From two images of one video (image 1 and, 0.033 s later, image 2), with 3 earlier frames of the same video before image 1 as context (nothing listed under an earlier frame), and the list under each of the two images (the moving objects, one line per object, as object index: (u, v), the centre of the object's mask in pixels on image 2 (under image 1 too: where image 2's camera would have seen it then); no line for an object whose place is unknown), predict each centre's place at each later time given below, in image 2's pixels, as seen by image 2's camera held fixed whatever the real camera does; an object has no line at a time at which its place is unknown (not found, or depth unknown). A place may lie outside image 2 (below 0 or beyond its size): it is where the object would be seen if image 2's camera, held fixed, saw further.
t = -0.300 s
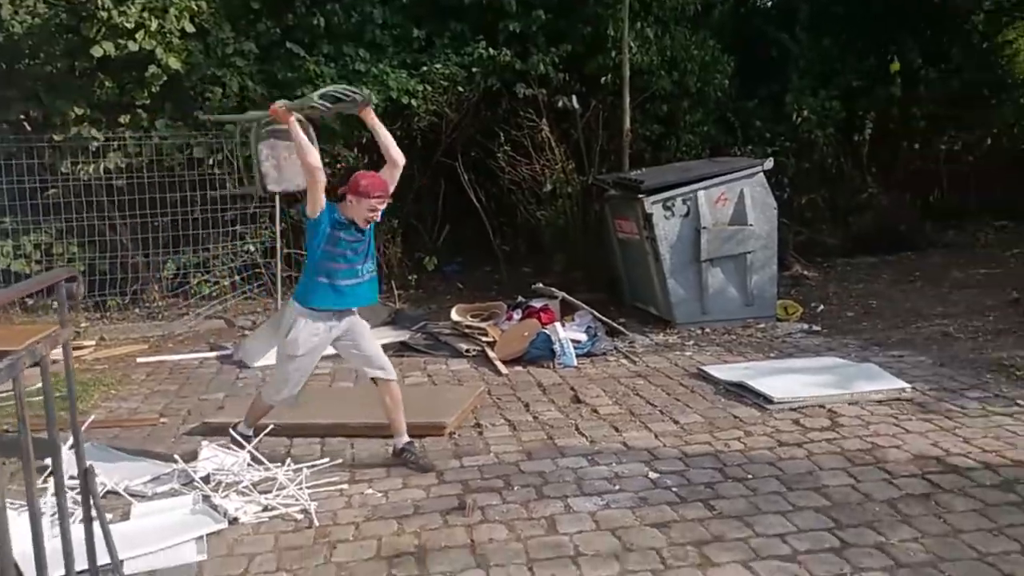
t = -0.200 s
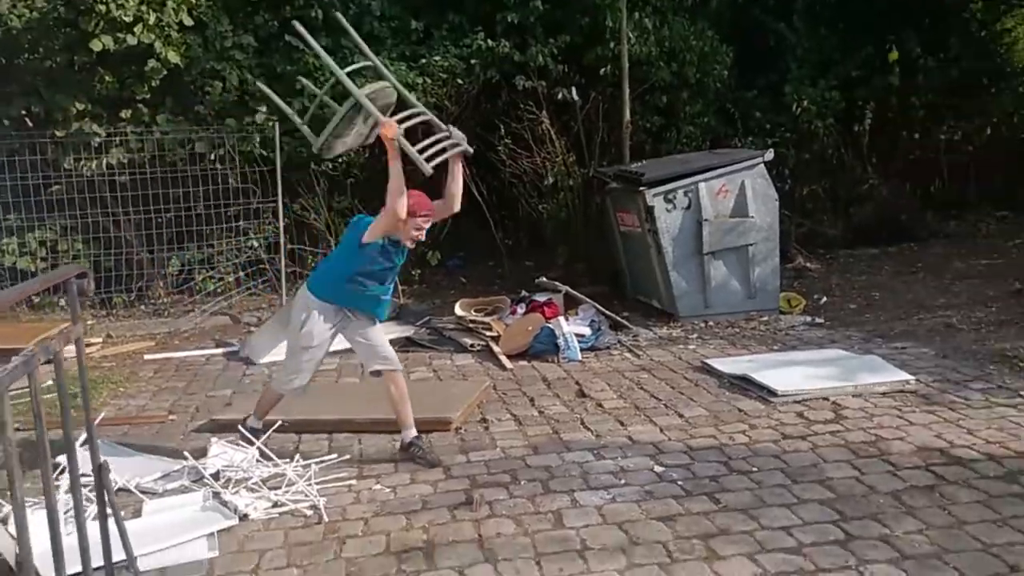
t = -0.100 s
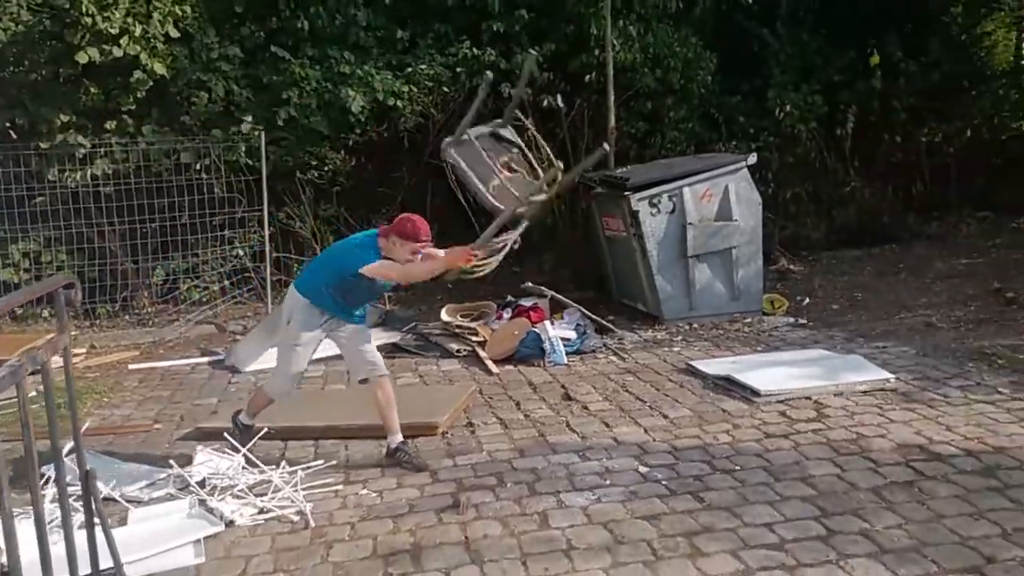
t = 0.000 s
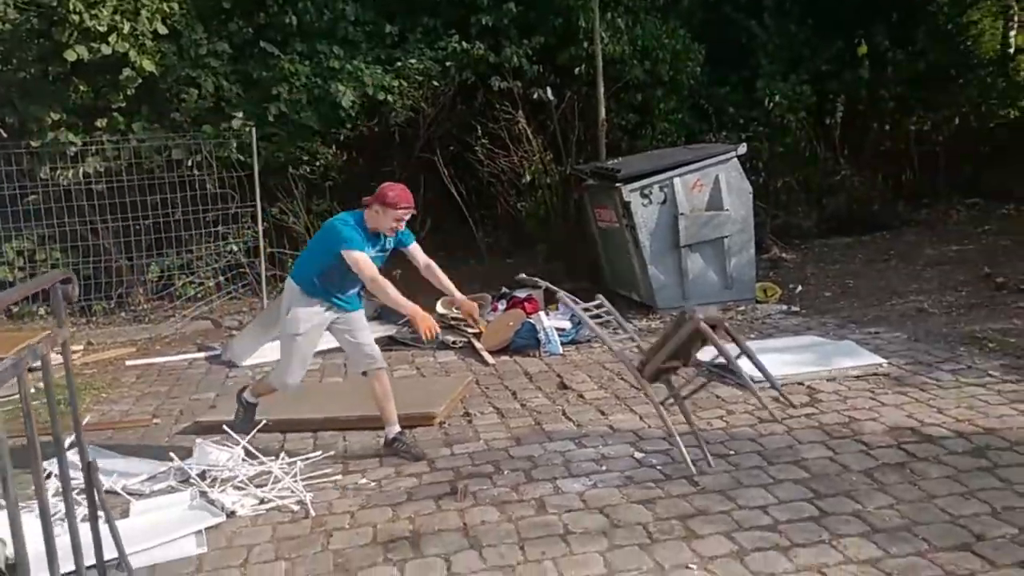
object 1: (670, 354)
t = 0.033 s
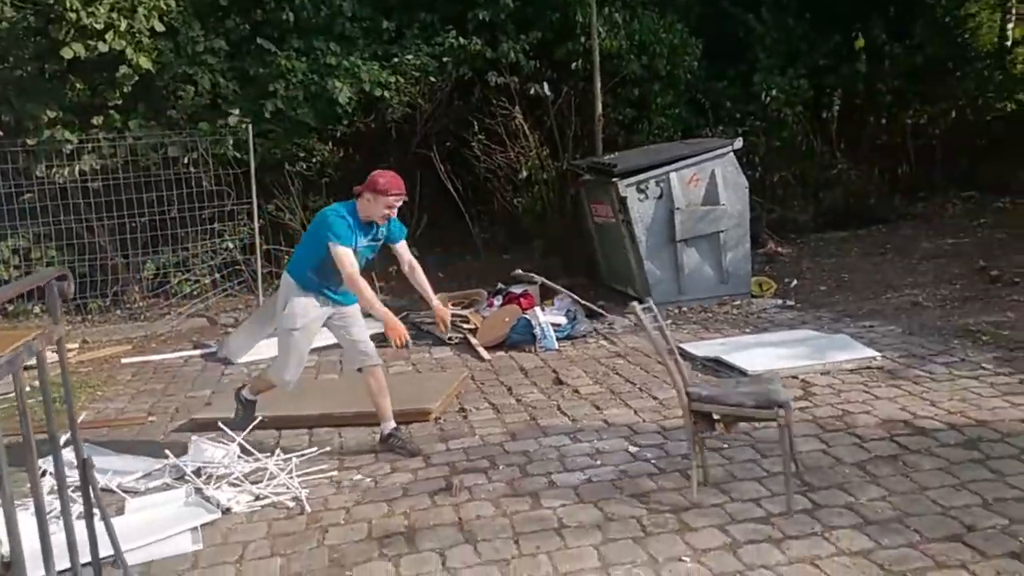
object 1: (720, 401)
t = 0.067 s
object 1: (777, 410)
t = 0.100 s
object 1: (821, 389)
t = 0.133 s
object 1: (881, 368)
